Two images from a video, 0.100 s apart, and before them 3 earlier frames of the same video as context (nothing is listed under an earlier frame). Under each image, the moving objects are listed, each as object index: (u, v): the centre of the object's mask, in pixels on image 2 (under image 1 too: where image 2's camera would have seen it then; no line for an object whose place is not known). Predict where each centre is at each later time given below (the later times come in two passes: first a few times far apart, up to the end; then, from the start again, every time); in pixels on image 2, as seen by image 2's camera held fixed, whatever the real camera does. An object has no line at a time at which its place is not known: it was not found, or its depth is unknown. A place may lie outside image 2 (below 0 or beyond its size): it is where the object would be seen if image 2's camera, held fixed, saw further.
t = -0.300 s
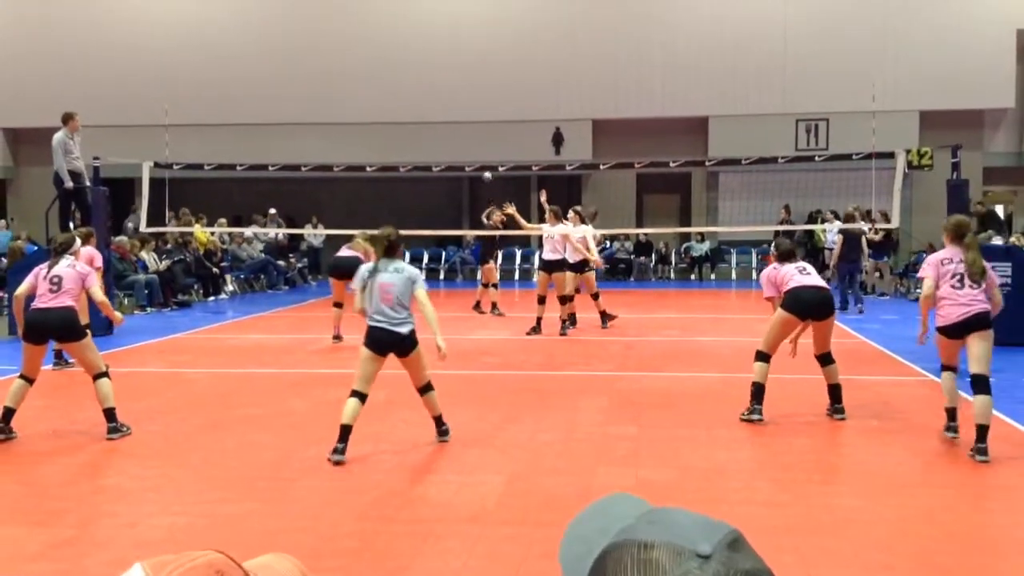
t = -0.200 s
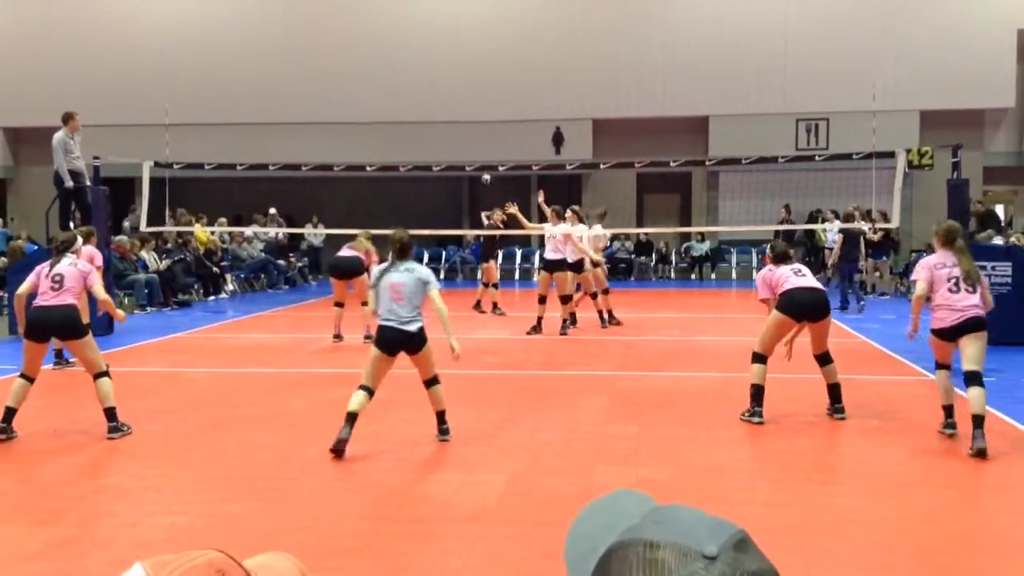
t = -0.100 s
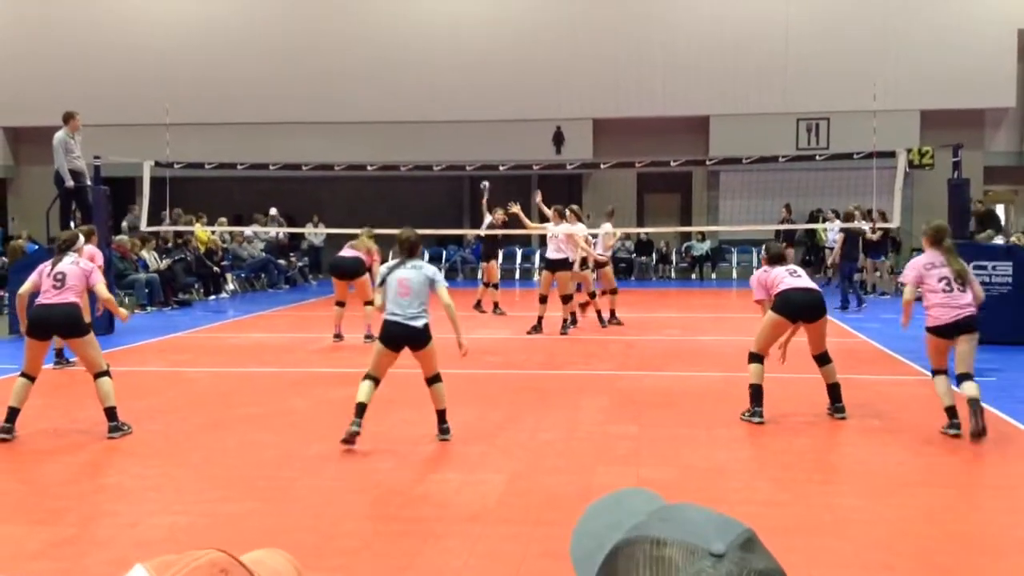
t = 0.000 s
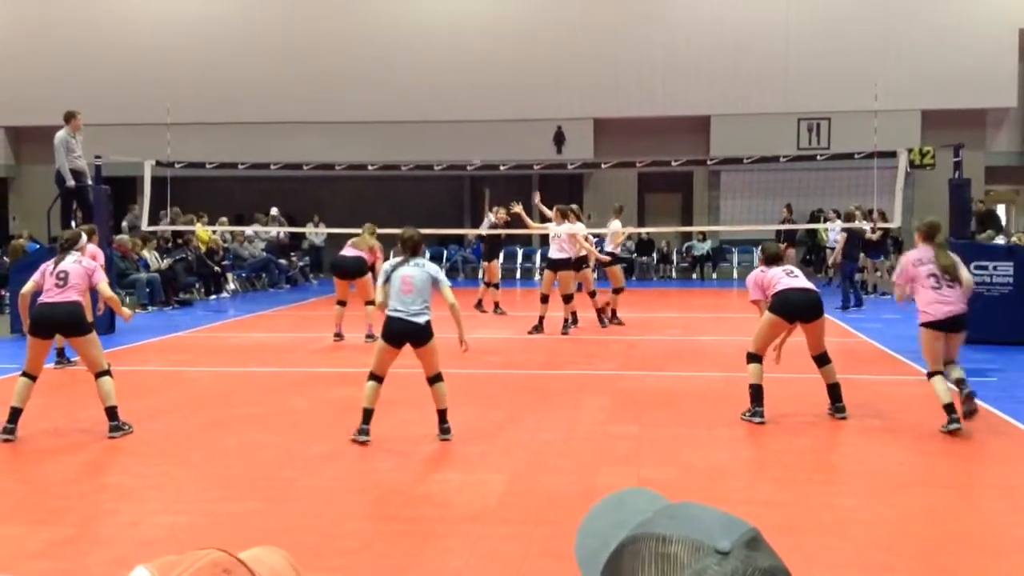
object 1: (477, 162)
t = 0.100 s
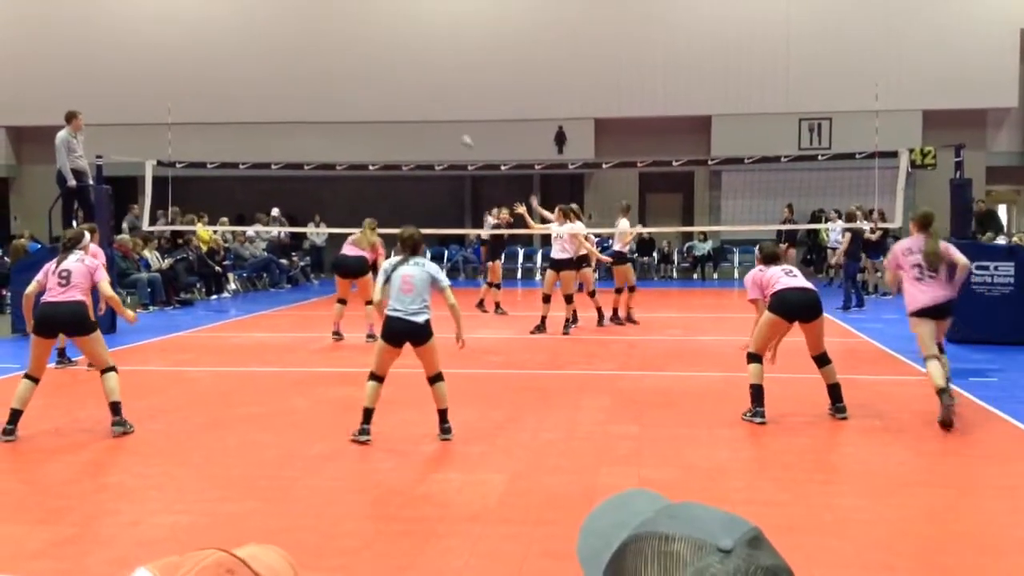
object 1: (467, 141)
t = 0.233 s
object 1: (452, 111)
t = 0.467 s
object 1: (420, 70)
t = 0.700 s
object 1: (379, 53)
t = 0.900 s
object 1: (328, 77)
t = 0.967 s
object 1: (309, 96)
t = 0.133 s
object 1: (465, 133)
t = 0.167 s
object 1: (460, 125)
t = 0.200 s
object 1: (455, 118)
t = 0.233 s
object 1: (452, 111)
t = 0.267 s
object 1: (447, 104)
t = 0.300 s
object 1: (442, 98)
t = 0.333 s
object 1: (438, 91)
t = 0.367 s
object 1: (434, 85)
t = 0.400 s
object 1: (428, 79)
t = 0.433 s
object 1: (425, 74)
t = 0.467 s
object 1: (420, 70)
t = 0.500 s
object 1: (415, 65)
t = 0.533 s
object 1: (409, 61)
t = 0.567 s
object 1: (403, 57)
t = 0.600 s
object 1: (397, 55)
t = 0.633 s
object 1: (392, 53)
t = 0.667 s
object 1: (385, 53)
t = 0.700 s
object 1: (379, 53)
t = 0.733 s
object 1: (371, 54)
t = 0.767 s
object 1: (364, 56)
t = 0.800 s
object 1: (356, 60)
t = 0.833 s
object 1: (347, 65)
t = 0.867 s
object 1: (338, 70)
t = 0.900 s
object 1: (328, 77)
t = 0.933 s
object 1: (319, 86)
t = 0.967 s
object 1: (309, 96)
